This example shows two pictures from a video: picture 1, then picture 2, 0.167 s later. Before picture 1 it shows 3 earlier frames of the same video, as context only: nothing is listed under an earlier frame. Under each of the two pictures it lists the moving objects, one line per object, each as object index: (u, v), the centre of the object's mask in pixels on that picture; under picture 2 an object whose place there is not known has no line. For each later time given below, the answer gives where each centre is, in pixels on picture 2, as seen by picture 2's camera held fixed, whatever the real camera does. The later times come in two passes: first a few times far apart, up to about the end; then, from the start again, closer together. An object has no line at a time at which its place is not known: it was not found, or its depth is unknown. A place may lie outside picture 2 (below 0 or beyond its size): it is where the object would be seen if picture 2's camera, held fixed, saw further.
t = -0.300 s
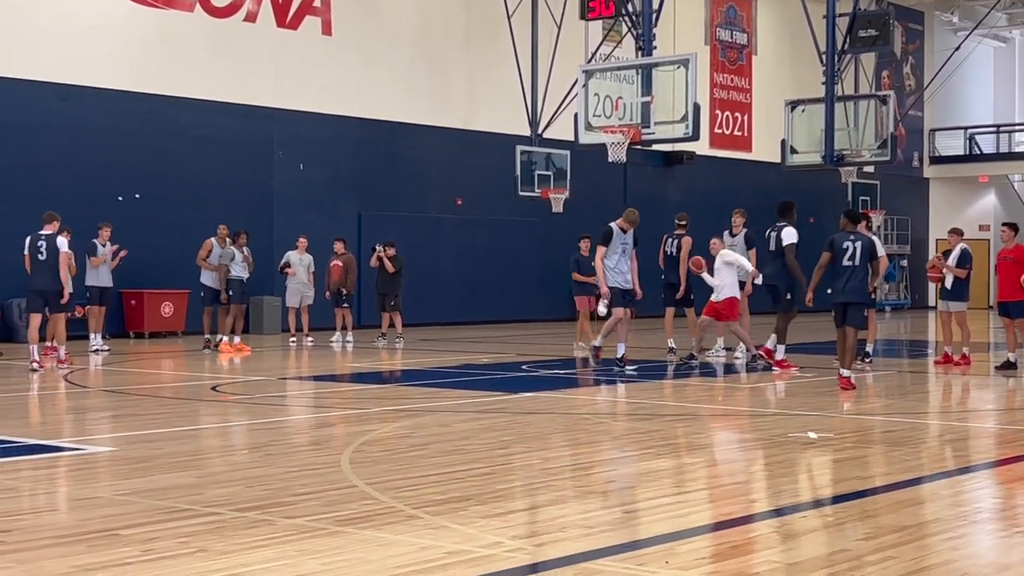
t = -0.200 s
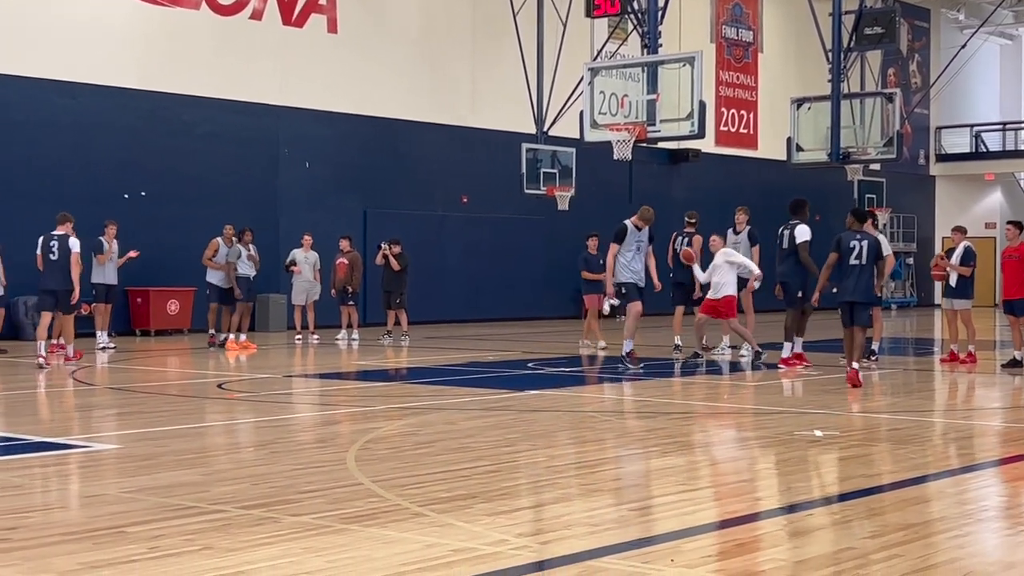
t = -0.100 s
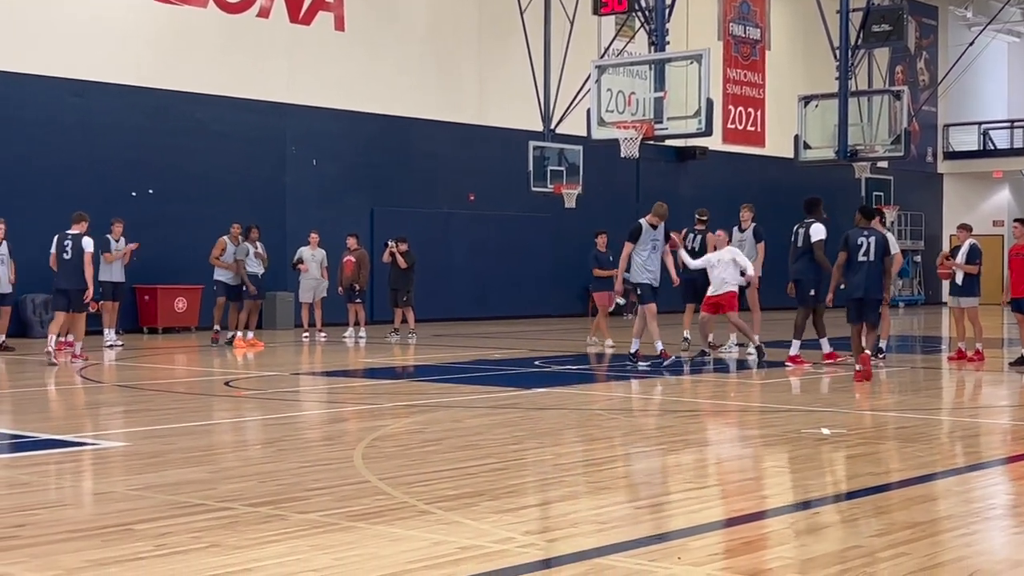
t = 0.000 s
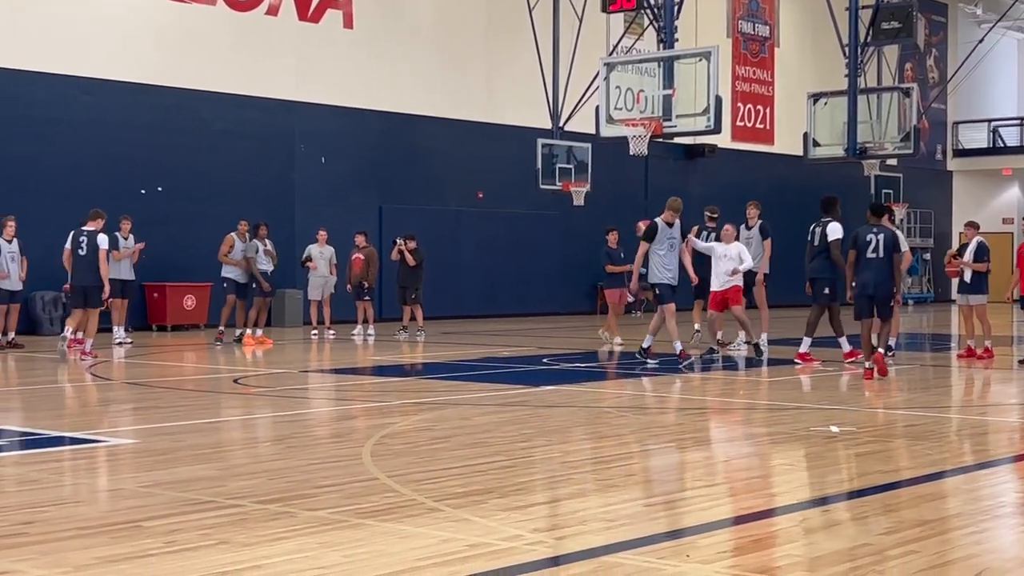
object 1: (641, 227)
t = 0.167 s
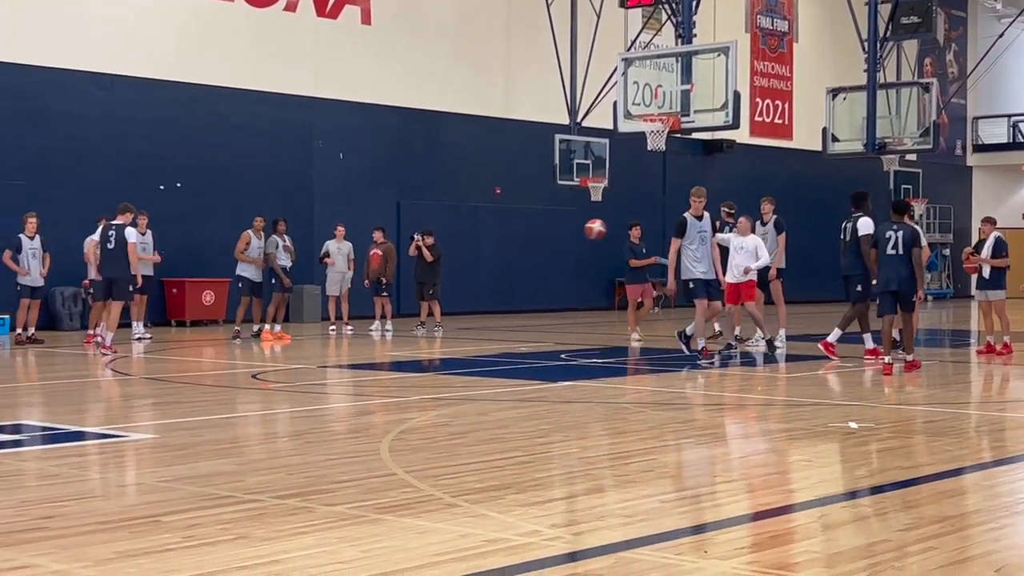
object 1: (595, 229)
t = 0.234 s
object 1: (565, 237)
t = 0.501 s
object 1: (421, 318)
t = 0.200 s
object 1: (580, 232)
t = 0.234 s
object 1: (565, 237)
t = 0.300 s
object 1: (533, 249)
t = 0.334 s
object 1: (516, 257)
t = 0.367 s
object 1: (498, 267)
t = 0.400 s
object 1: (479, 277)
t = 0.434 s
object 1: (460, 290)
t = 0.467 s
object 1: (441, 303)
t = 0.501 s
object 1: (421, 318)
